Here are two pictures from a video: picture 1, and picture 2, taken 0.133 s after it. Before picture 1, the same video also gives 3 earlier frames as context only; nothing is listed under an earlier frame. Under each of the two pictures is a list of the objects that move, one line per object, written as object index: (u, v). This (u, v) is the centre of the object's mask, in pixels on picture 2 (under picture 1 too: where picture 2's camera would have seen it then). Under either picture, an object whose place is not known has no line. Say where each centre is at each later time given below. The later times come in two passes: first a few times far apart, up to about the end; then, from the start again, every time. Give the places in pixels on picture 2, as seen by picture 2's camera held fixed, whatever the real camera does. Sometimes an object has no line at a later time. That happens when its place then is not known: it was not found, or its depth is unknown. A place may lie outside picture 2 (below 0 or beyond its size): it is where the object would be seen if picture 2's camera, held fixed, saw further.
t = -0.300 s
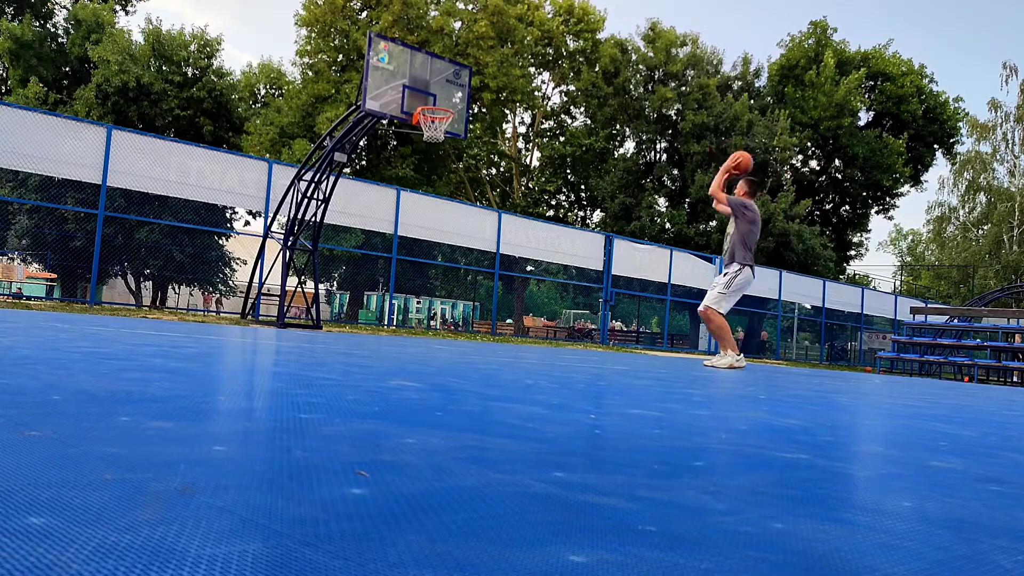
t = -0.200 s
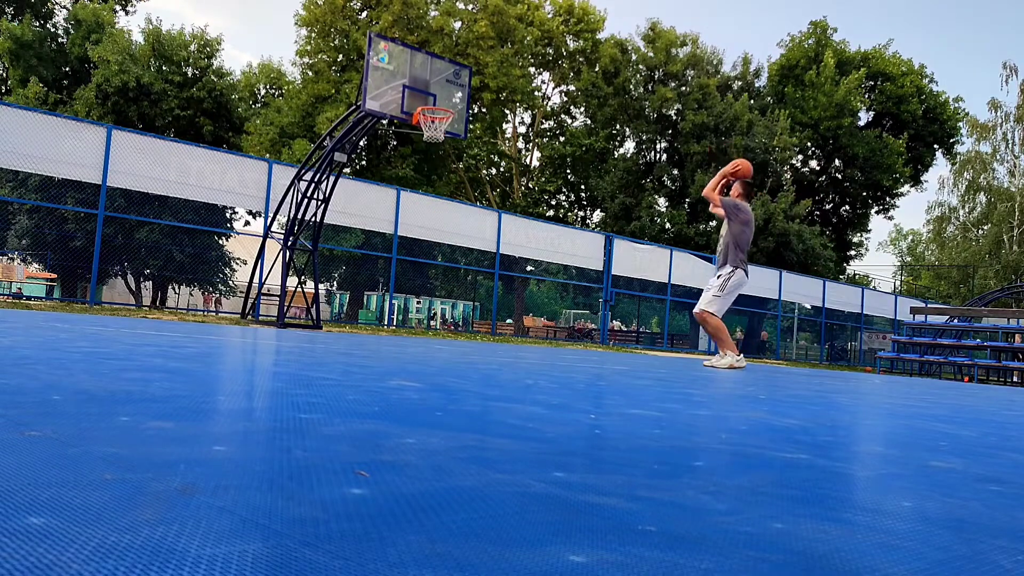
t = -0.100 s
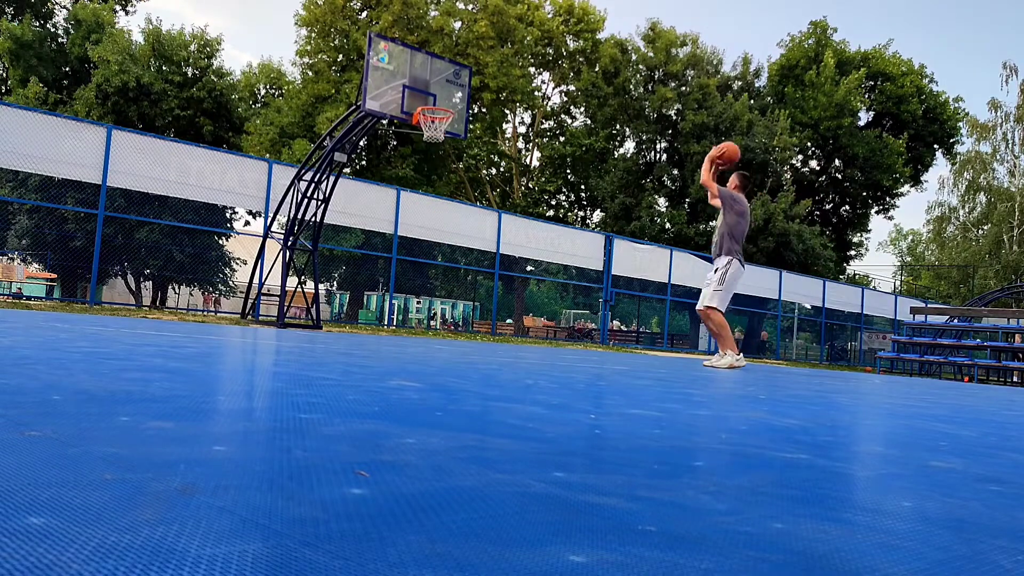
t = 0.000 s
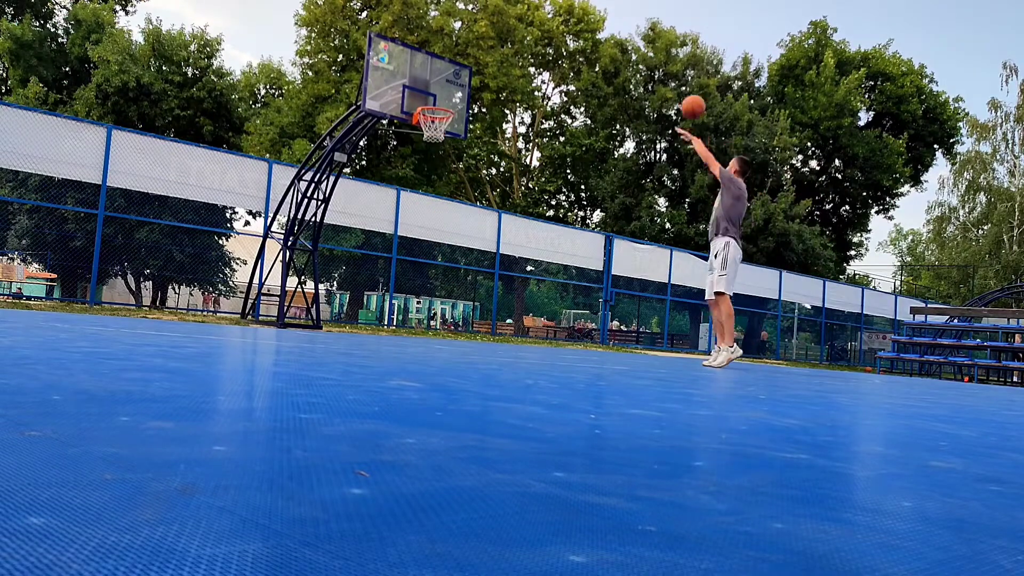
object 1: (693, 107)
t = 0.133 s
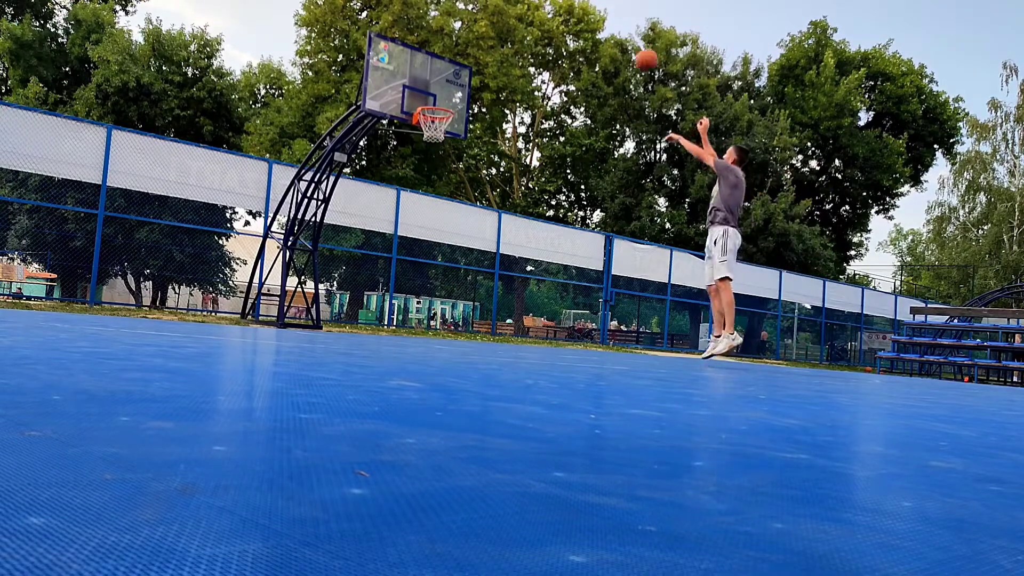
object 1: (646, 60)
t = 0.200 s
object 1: (625, 45)
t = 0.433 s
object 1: (554, 24)
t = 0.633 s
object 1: (499, 41)
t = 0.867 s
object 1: (441, 96)
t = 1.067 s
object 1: (422, 142)
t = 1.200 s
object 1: (426, 167)
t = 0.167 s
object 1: (636, 52)
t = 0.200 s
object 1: (625, 45)
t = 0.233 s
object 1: (614, 39)
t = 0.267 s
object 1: (603, 34)
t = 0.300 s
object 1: (592, 30)
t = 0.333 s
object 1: (584, 26)
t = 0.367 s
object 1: (573, 25)
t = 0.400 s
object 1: (563, 24)
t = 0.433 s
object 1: (554, 24)
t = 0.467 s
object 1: (544, 25)
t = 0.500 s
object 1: (535, 26)
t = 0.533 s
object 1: (526, 28)
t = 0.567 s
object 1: (517, 32)
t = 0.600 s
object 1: (508, 36)
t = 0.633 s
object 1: (499, 41)
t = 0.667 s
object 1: (490, 46)
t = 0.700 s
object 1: (482, 53)
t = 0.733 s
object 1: (473, 60)
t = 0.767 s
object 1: (465, 68)
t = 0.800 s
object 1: (457, 77)
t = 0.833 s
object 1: (449, 86)
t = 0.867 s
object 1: (441, 96)
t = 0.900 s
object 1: (434, 104)
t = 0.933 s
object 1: (428, 115)
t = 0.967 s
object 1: (420, 125)
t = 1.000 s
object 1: (421, 134)
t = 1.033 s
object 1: (421, 138)
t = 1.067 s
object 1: (422, 142)
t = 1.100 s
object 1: (423, 147)
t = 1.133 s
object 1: (425, 153)
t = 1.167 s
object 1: (425, 160)
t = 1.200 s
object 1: (426, 167)
